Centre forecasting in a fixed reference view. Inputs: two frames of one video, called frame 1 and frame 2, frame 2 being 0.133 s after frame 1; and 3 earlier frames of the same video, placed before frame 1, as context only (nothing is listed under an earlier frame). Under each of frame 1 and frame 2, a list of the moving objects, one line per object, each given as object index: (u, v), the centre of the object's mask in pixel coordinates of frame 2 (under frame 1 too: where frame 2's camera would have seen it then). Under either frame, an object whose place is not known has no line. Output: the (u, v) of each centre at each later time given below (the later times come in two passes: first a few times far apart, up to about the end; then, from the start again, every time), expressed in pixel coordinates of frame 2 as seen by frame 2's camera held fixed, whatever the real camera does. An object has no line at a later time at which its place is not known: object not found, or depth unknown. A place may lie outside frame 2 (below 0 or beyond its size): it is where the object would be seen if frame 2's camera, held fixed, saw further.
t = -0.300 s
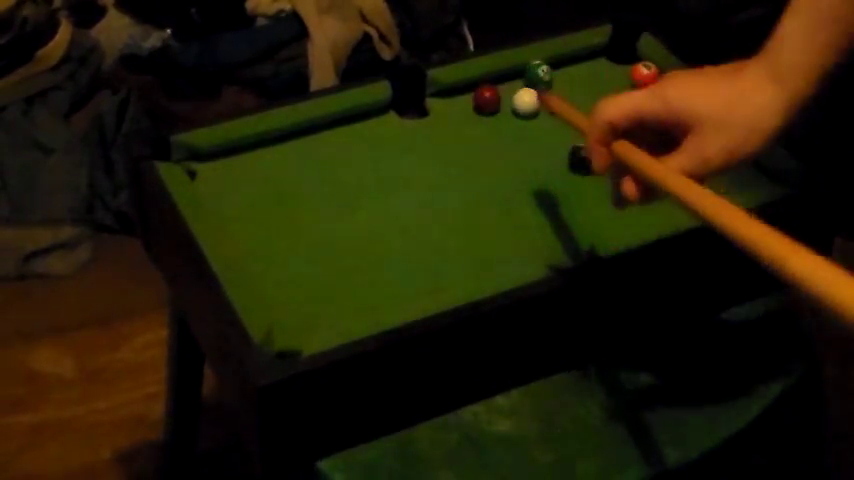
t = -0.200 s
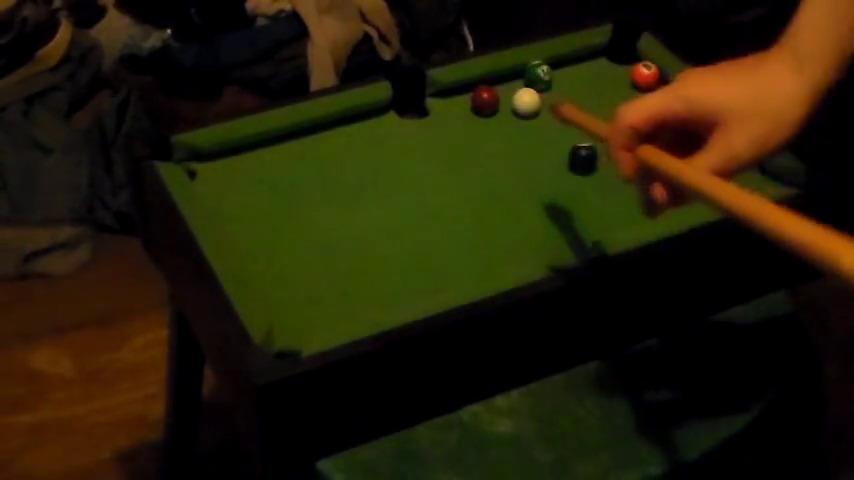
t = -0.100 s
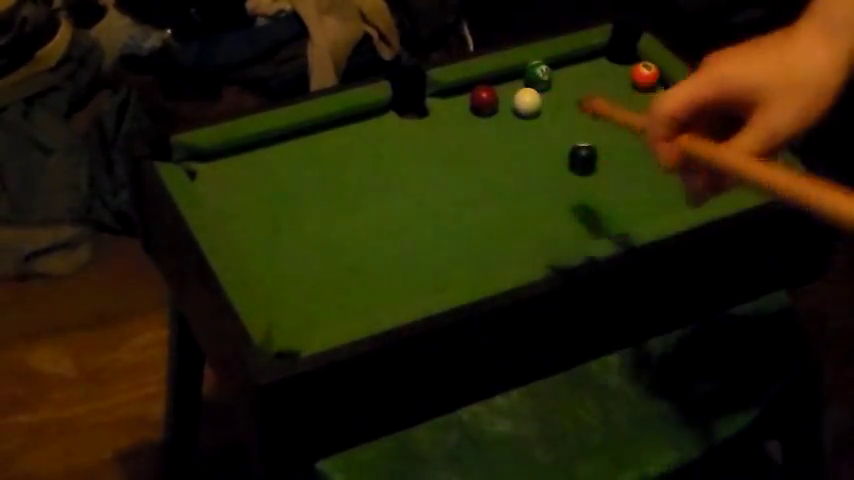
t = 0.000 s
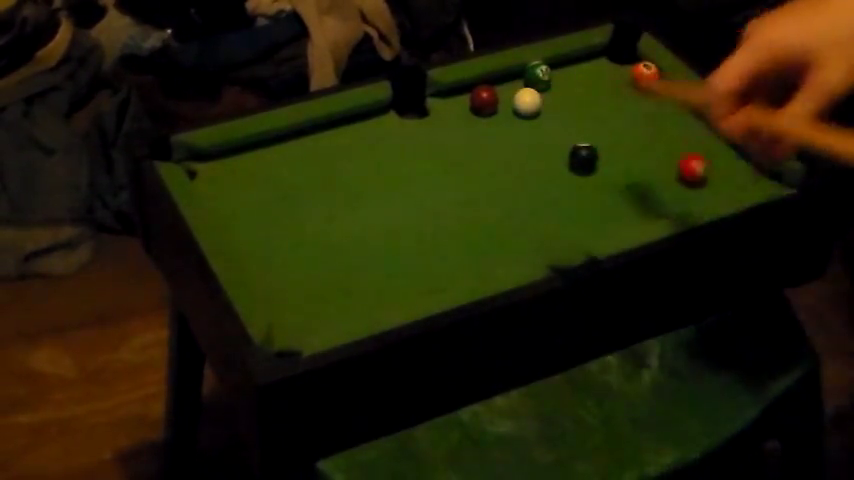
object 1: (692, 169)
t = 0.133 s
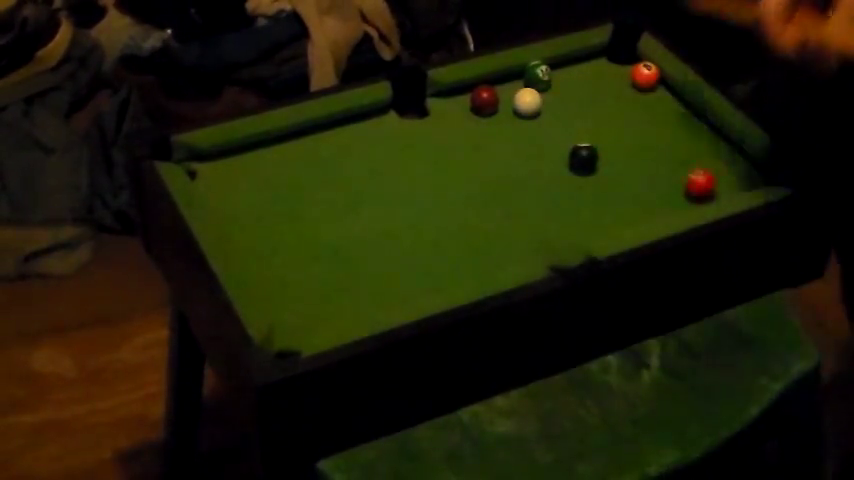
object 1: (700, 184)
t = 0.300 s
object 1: (704, 193)
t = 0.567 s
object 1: (703, 193)
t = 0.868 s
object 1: (704, 193)
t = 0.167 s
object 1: (702, 187)
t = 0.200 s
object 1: (702, 189)
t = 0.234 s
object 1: (703, 190)
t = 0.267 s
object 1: (704, 191)
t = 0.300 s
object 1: (704, 193)
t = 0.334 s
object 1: (704, 195)
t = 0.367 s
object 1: (705, 195)
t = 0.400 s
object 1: (704, 194)
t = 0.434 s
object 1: (704, 194)
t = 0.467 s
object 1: (704, 194)
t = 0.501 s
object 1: (703, 193)
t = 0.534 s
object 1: (703, 193)
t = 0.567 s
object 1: (703, 193)
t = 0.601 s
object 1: (704, 193)
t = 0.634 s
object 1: (704, 193)
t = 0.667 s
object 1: (704, 193)
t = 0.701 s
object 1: (704, 193)
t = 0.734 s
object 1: (704, 193)
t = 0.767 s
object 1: (704, 193)
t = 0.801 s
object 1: (704, 193)
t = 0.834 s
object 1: (704, 193)
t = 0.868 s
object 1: (704, 193)
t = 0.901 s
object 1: (704, 193)
